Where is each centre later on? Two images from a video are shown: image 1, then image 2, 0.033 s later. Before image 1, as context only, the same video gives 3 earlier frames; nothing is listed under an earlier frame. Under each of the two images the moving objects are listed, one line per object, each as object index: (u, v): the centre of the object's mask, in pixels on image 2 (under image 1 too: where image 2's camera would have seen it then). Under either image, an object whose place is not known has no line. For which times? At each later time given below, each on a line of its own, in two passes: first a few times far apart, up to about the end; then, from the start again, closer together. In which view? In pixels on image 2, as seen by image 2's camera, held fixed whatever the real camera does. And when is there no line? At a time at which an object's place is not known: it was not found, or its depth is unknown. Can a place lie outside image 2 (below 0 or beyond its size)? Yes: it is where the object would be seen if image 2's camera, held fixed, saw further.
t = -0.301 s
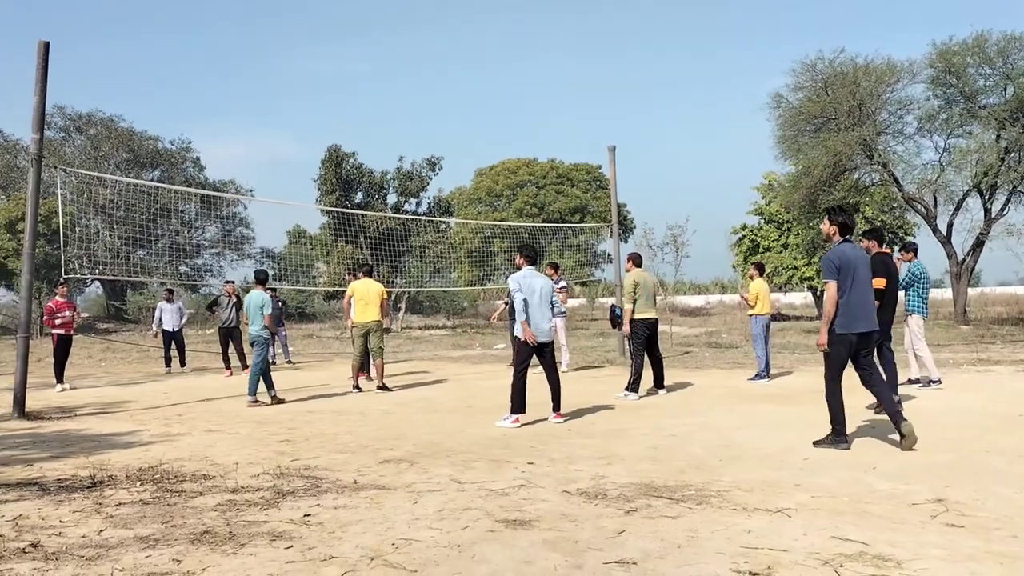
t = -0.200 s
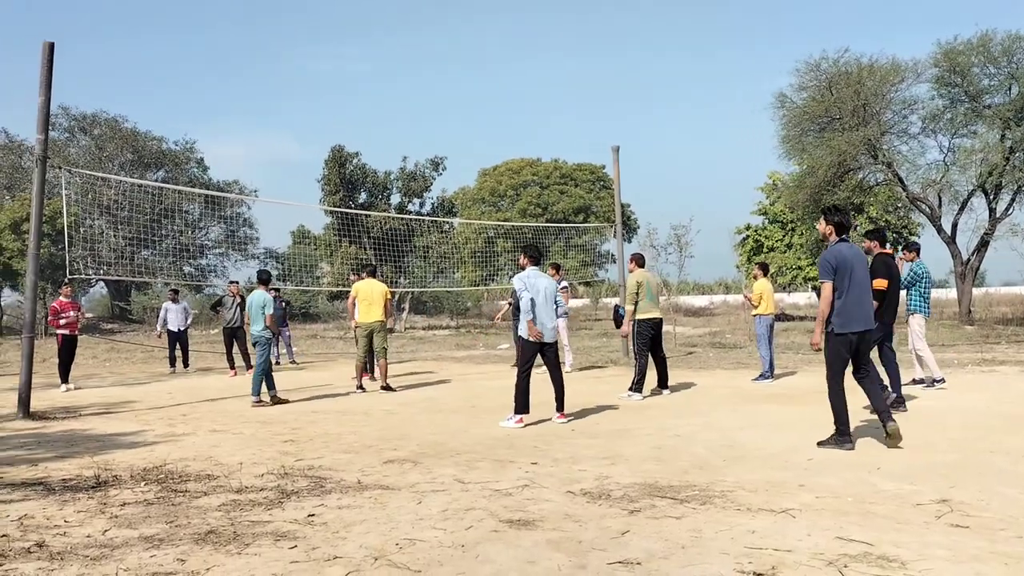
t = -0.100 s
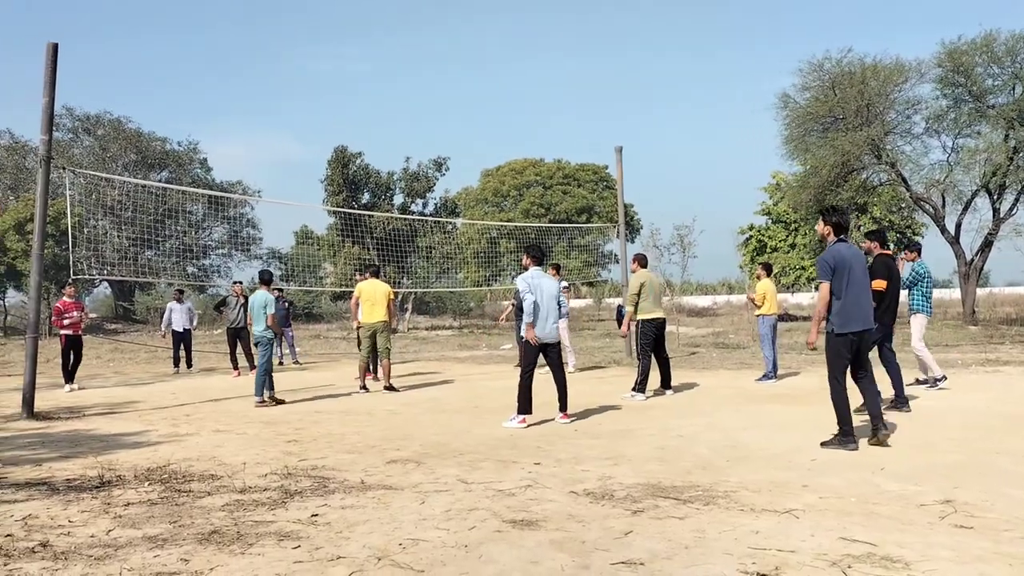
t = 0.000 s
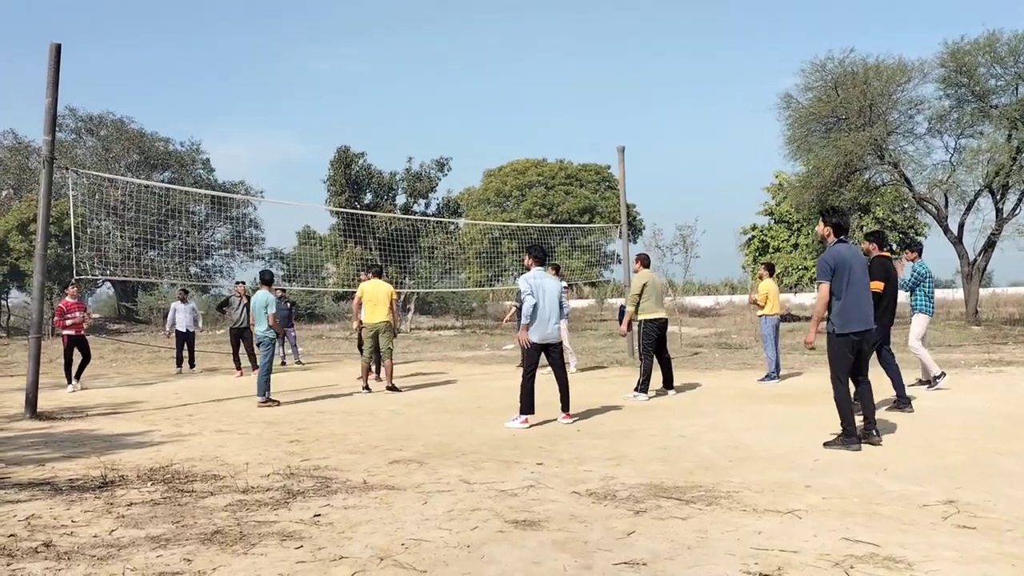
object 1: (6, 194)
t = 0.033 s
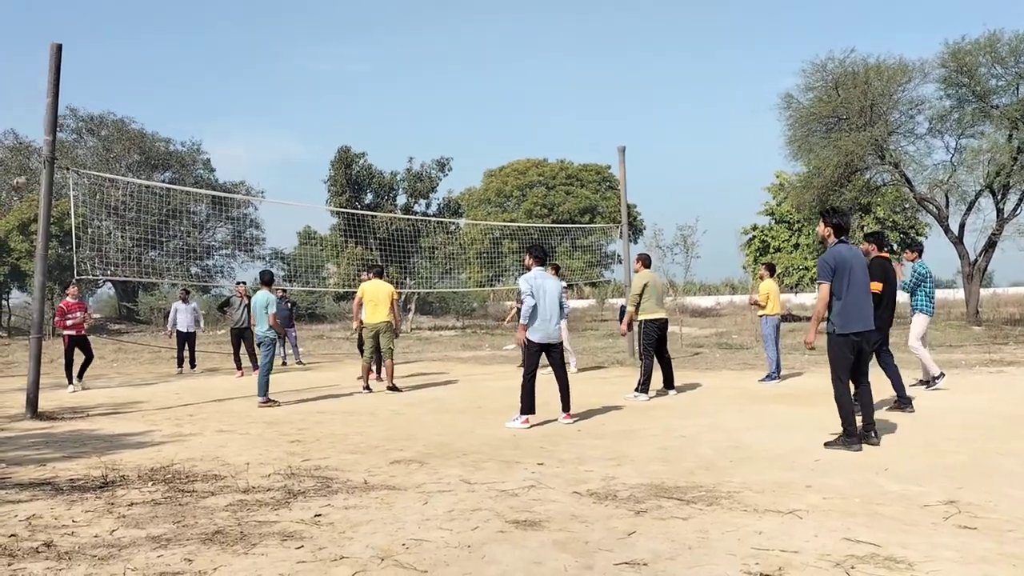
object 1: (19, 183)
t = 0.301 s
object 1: (111, 92)
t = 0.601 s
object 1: (228, 26)
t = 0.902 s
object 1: (368, 14)
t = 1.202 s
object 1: (537, 72)
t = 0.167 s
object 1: (65, 134)
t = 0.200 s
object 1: (77, 121)
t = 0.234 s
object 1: (88, 111)
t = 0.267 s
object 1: (99, 101)
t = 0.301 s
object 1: (111, 92)
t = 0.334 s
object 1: (123, 82)
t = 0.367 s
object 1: (136, 74)
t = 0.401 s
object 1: (148, 65)
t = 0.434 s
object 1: (161, 57)
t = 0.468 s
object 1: (174, 50)
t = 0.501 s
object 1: (187, 43)
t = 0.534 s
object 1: (200, 37)
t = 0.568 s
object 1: (214, 31)
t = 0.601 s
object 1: (228, 26)
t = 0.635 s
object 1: (242, 22)
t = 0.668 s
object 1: (256, 19)
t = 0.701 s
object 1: (271, 16)
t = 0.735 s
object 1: (287, 14)
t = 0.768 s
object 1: (302, 12)
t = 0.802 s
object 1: (317, 12)
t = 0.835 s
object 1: (333, 12)
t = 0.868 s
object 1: (350, 12)
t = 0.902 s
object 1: (368, 14)
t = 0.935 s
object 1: (384, 17)
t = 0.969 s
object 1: (402, 20)
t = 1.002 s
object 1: (420, 24)
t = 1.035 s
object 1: (438, 29)
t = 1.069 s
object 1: (457, 36)
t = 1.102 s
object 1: (476, 43)
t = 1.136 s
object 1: (496, 51)
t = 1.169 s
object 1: (517, 61)
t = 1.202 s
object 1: (537, 72)
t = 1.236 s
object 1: (559, 83)
